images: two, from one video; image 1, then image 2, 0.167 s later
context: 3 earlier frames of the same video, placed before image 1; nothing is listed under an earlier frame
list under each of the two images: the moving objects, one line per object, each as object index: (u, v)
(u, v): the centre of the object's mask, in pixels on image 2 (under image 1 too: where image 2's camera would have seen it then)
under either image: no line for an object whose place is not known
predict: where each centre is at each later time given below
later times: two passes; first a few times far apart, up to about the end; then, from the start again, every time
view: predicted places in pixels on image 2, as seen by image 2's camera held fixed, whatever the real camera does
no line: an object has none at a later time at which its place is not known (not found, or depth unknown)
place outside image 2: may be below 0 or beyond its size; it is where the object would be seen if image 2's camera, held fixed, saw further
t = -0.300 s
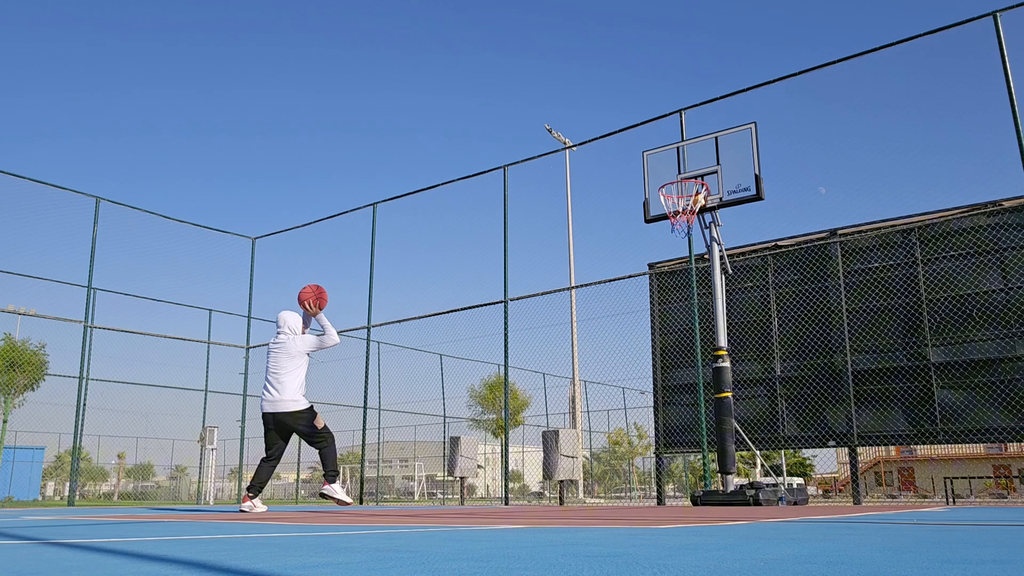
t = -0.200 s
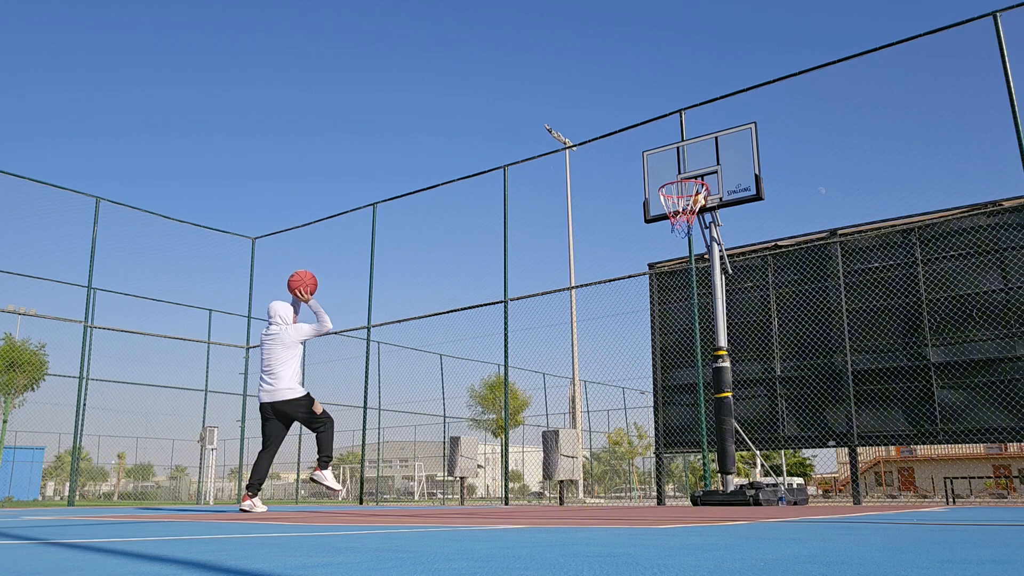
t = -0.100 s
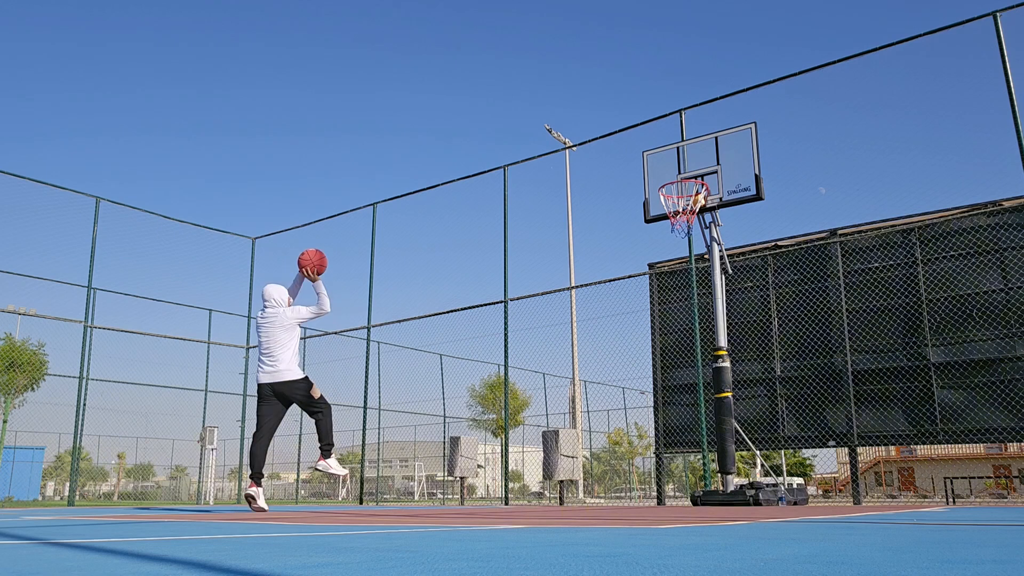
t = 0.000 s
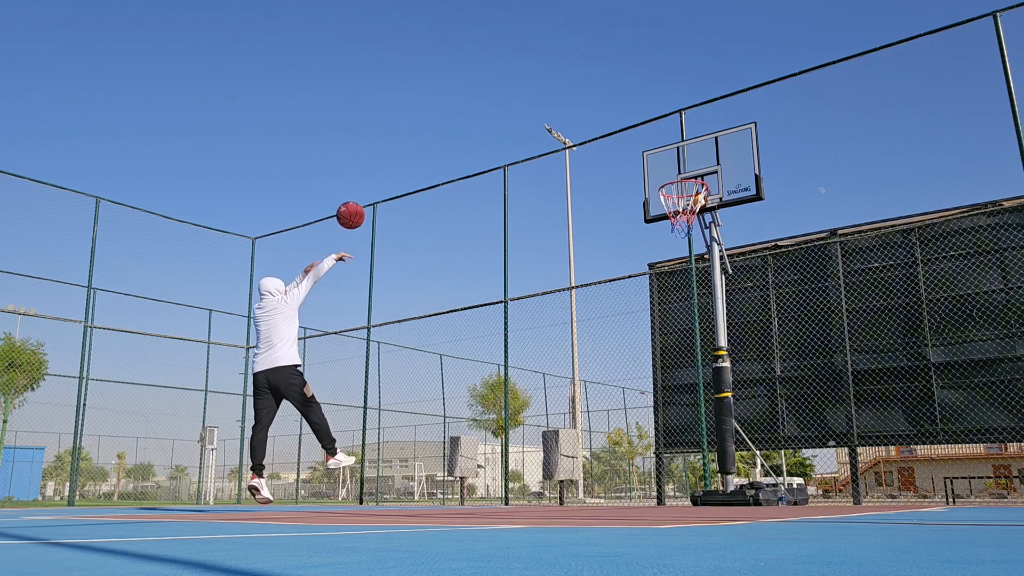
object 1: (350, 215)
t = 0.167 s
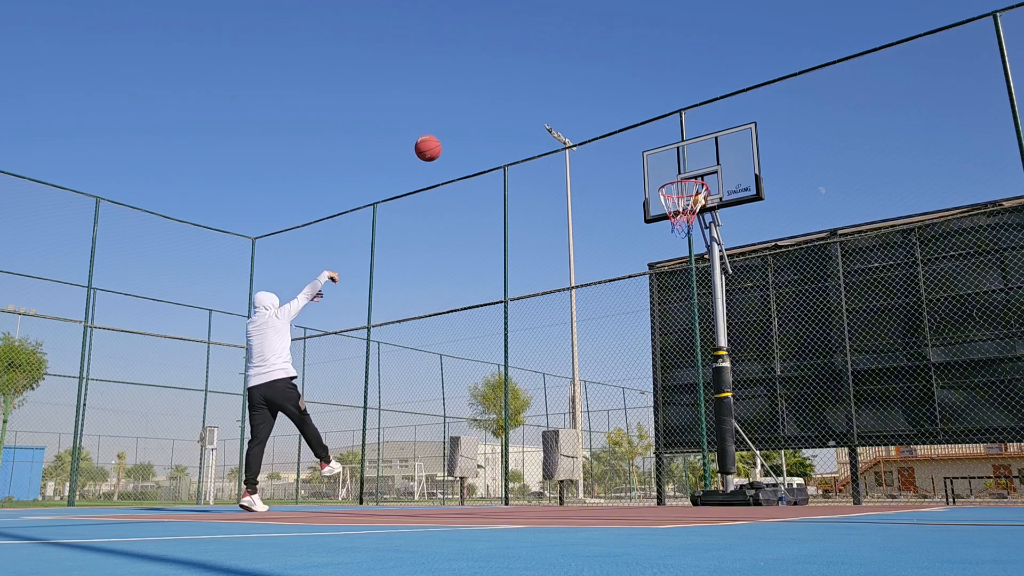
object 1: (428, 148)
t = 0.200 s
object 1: (442, 139)
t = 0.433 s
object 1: (535, 108)
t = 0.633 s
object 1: (607, 123)
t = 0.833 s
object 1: (676, 174)
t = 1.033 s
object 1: (699, 226)
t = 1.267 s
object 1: (696, 299)
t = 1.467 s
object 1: (695, 405)
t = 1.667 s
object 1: (685, 457)
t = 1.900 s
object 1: (647, 356)
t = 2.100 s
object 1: (618, 314)
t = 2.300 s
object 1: (590, 308)
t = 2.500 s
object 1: (563, 340)
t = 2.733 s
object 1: (533, 426)
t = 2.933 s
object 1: (507, 464)
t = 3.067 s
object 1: (492, 413)
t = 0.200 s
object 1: (442, 139)
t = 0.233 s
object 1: (456, 131)
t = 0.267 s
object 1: (470, 124)
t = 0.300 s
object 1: (483, 119)
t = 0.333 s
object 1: (497, 115)
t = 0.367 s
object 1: (510, 111)
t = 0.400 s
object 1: (522, 109)
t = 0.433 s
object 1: (535, 108)
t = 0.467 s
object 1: (548, 108)
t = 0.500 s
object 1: (560, 109)
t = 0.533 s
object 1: (572, 111)
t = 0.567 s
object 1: (584, 114)
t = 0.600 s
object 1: (596, 118)
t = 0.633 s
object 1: (607, 123)
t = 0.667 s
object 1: (619, 129)
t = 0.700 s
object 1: (631, 136)
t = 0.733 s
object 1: (642, 144)
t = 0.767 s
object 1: (653, 153)
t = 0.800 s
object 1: (664, 163)
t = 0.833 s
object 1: (676, 174)
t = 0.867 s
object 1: (686, 186)
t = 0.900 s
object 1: (698, 197)
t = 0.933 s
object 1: (702, 208)
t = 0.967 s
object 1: (701, 216)
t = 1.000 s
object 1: (700, 222)
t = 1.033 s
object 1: (699, 226)
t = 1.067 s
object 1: (698, 234)
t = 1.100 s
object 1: (698, 242)
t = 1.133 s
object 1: (697, 252)
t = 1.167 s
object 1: (697, 262)
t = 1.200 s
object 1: (696, 273)
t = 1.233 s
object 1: (696, 286)
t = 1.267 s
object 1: (696, 299)
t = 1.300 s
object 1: (695, 314)
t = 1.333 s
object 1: (695, 330)
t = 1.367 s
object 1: (695, 347)
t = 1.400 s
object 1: (695, 365)
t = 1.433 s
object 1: (695, 384)
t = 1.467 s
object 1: (695, 405)
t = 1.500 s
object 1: (695, 426)
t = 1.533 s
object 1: (696, 449)
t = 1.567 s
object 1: (696, 474)
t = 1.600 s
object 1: (696, 495)
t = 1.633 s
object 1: (691, 476)
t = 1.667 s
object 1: (685, 457)
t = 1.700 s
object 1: (679, 439)
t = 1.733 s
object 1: (673, 422)
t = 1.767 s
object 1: (668, 406)
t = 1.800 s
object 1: (663, 392)
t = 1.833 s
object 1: (657, 379)
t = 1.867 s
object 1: (652, 367)
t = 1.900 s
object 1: (647, 356)
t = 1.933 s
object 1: (642, 346)
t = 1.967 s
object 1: (637, 338)
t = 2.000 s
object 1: (632, 330)
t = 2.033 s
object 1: (627, 324)
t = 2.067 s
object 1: (623, 318)
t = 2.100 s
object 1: (618, 314)
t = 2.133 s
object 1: (613, 310)
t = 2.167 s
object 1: (609, 308)
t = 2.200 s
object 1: (604, 306)
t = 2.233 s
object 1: (599, 306)
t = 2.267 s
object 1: (595, 306)
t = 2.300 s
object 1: (590, 308)
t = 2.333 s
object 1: (586, 310)
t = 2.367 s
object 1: (581, 314)
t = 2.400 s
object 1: (577, 319)
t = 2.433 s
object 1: (573, 325)
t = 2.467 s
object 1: (568, 332)
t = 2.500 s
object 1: (563, 340)
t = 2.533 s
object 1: (559, 348)
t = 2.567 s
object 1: (555, 358)
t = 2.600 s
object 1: (550, 370)
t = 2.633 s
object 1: (546, 382)
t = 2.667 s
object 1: (542, 395)
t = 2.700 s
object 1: (537, 410)
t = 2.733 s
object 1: (533, 426)
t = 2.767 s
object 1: (528, 443)
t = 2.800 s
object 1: (523, 462)
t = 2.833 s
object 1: (519, 481)
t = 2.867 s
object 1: (515, 496)
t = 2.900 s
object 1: (511, 479)
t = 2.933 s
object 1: (507, 464)
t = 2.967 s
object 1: (503, 449)
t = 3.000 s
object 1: (500, 436)
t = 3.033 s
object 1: (496, 424)
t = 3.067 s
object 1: (492, 413)
